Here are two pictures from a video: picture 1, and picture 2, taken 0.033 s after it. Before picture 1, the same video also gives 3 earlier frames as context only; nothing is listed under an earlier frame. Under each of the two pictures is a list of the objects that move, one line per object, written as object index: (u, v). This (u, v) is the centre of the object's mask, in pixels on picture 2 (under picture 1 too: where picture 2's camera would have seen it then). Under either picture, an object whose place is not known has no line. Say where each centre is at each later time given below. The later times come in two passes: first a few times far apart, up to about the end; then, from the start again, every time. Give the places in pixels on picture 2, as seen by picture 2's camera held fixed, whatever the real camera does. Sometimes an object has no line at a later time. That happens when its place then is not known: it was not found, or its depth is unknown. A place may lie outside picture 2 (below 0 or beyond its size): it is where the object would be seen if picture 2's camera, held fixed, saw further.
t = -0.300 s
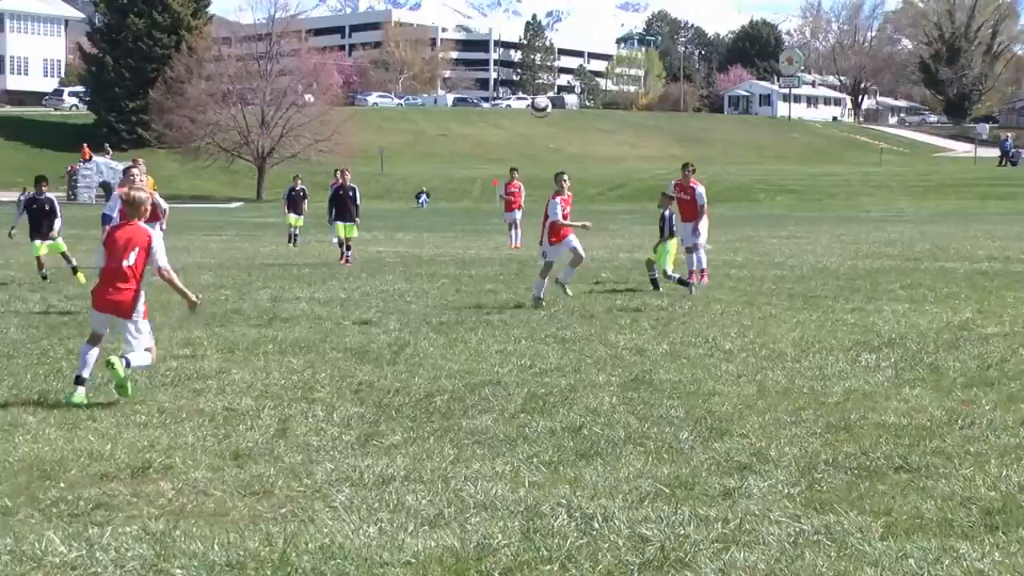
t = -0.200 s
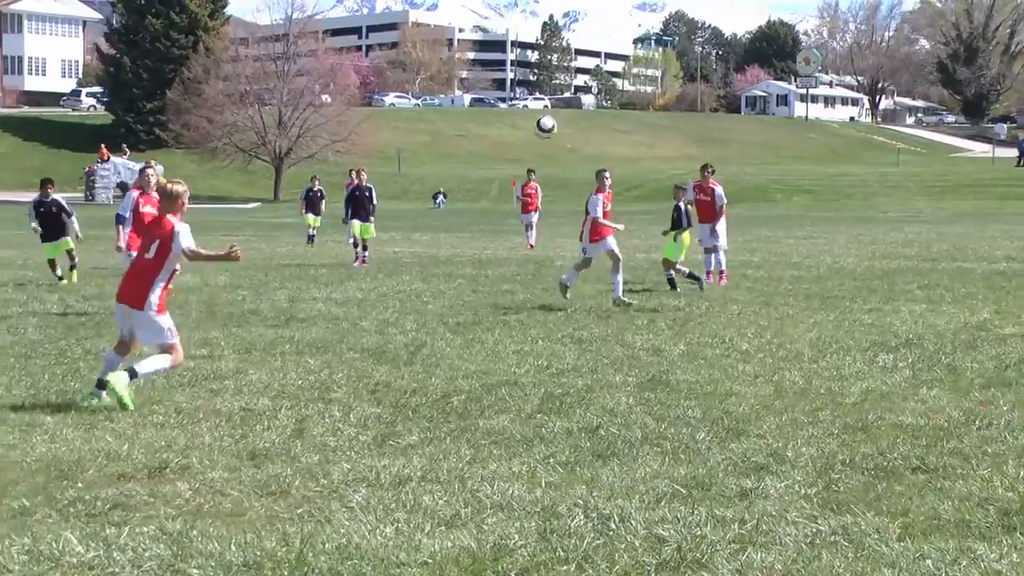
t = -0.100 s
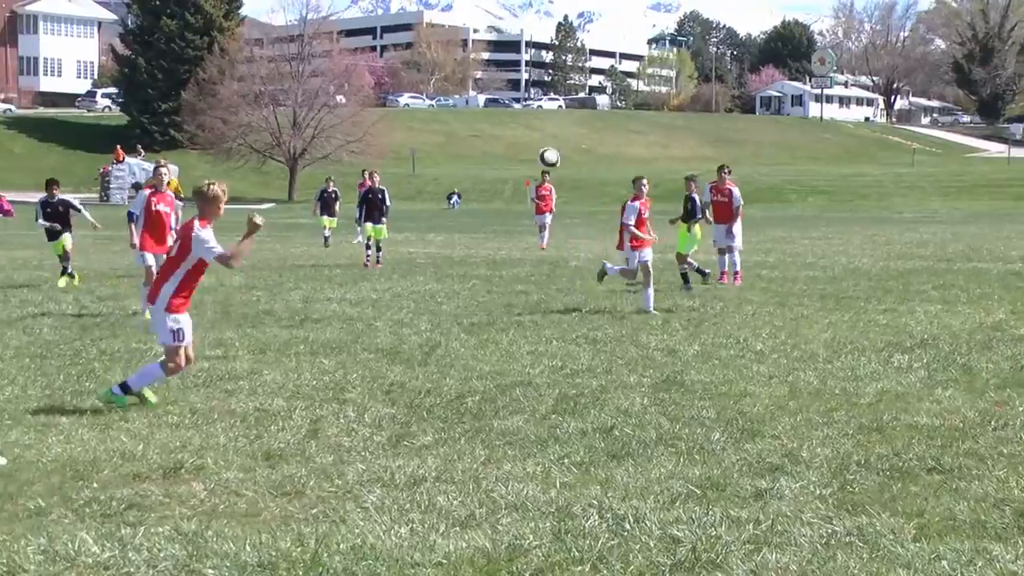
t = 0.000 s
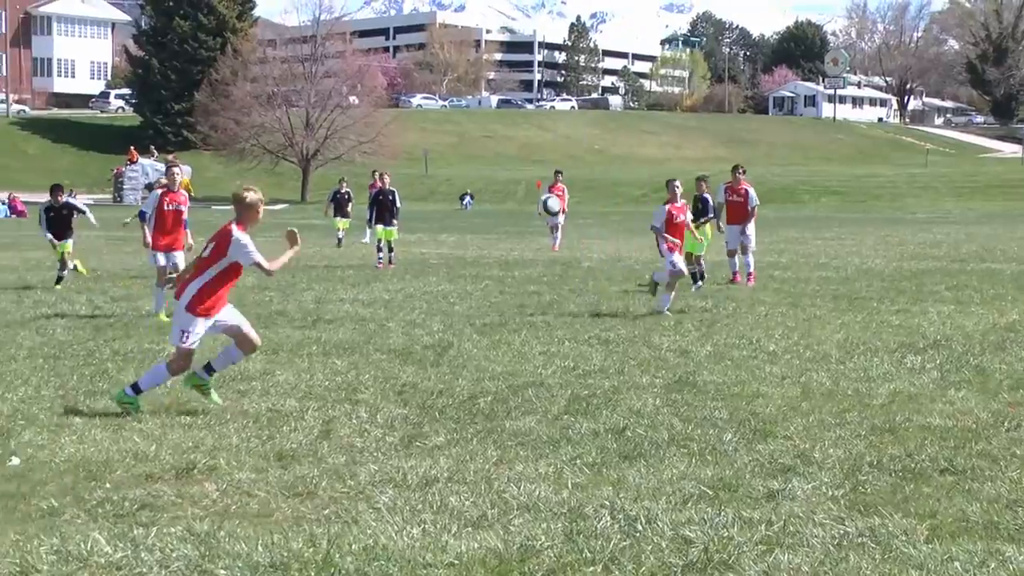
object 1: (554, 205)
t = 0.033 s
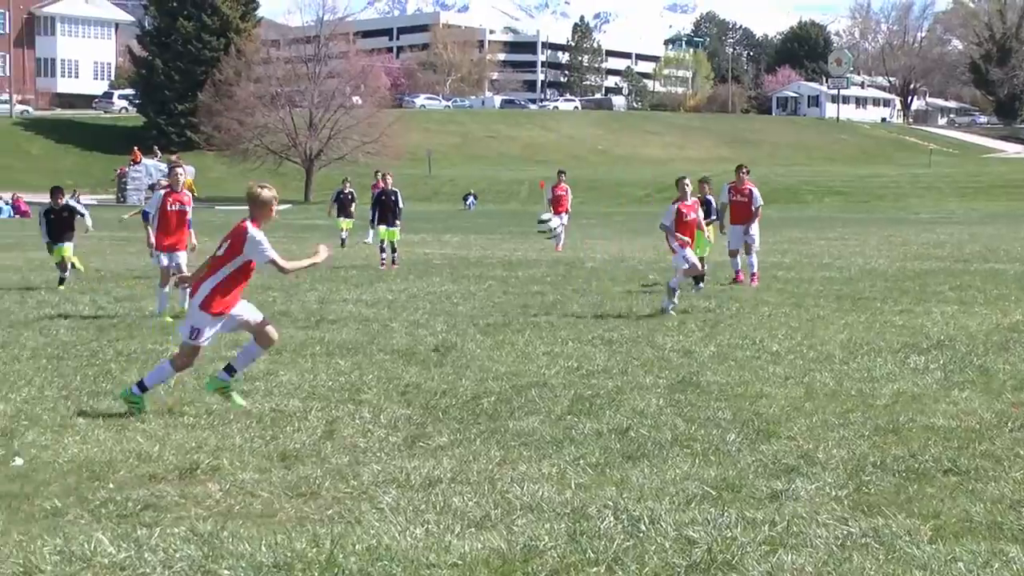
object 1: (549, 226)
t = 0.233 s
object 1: (532, 348)
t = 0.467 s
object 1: (564, 263)
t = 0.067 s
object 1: (545, 246)
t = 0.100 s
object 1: (542, 269)
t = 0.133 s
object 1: (538, 294)
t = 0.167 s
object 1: (534, 320)
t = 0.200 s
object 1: (530, 351)
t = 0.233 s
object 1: (532, 348)
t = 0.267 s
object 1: (536, 333)
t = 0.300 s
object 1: (541, 318)
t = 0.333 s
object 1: (546, 304)
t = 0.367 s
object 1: (550, 291)
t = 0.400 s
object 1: (555, 280)
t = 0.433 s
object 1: (559, 270)
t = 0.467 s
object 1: (564, 263)
